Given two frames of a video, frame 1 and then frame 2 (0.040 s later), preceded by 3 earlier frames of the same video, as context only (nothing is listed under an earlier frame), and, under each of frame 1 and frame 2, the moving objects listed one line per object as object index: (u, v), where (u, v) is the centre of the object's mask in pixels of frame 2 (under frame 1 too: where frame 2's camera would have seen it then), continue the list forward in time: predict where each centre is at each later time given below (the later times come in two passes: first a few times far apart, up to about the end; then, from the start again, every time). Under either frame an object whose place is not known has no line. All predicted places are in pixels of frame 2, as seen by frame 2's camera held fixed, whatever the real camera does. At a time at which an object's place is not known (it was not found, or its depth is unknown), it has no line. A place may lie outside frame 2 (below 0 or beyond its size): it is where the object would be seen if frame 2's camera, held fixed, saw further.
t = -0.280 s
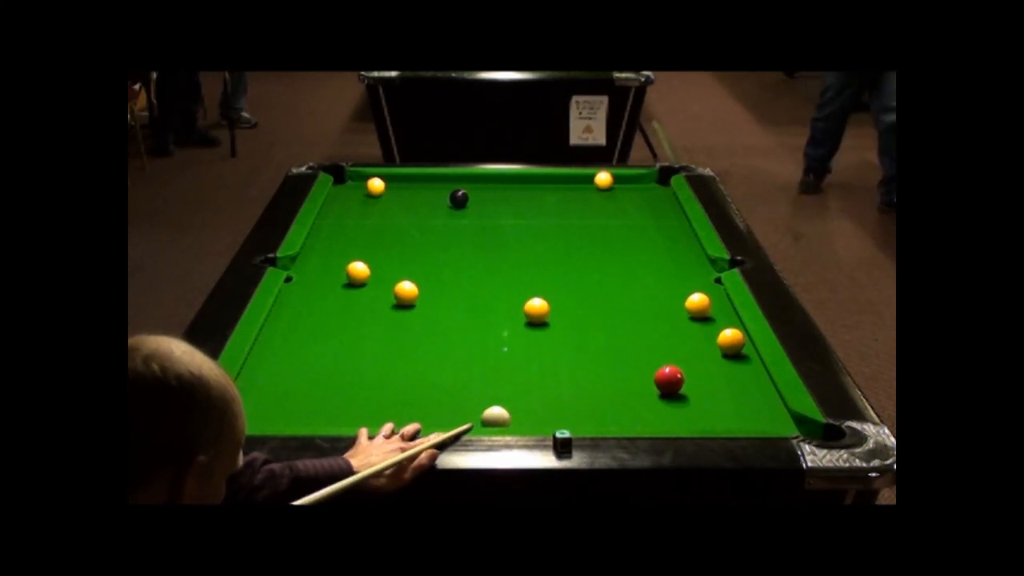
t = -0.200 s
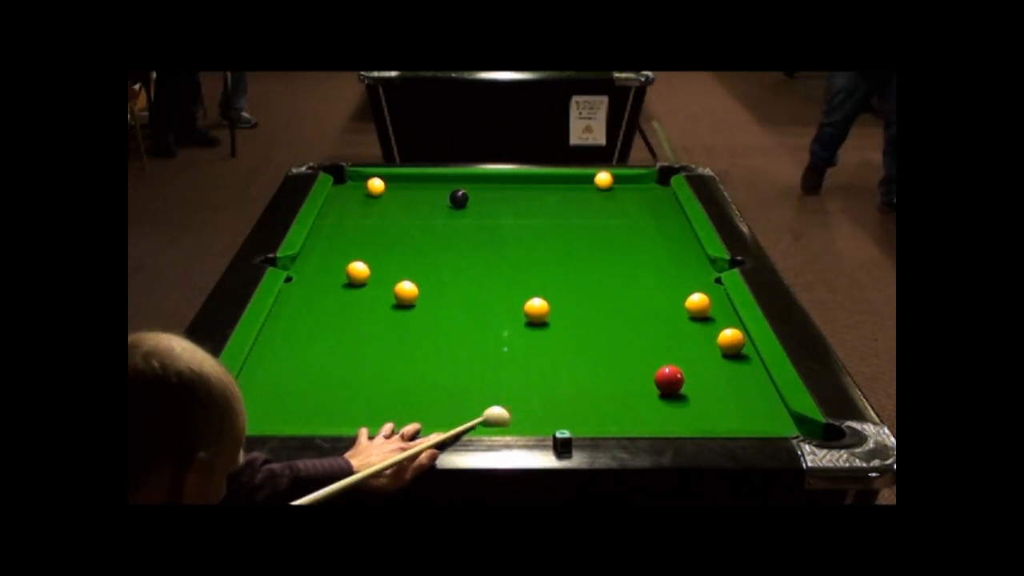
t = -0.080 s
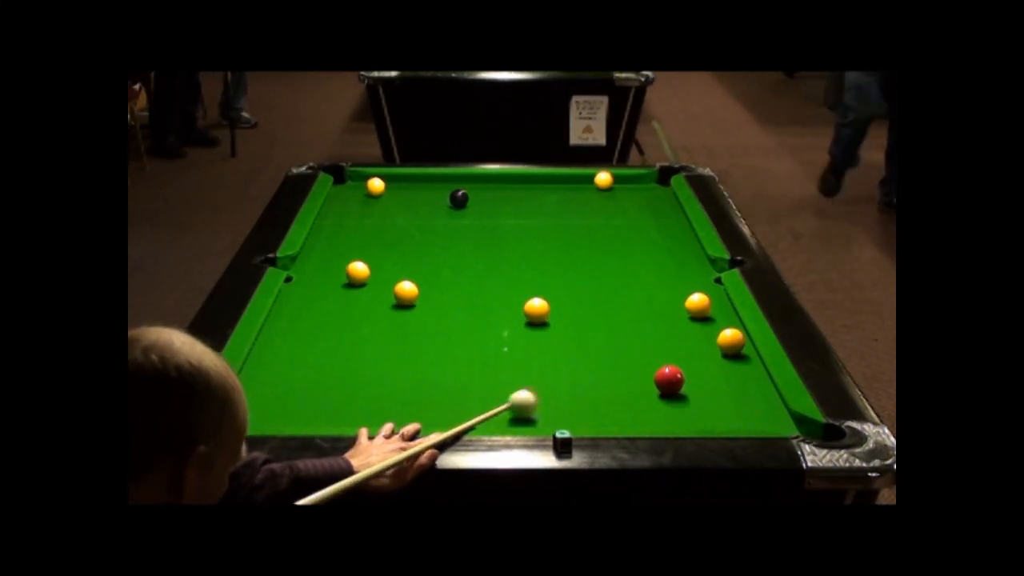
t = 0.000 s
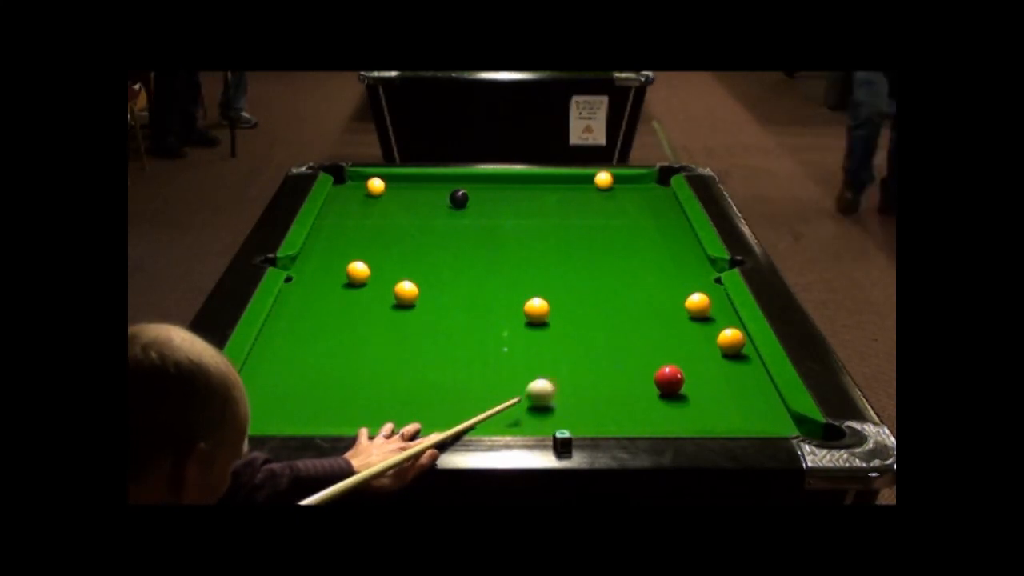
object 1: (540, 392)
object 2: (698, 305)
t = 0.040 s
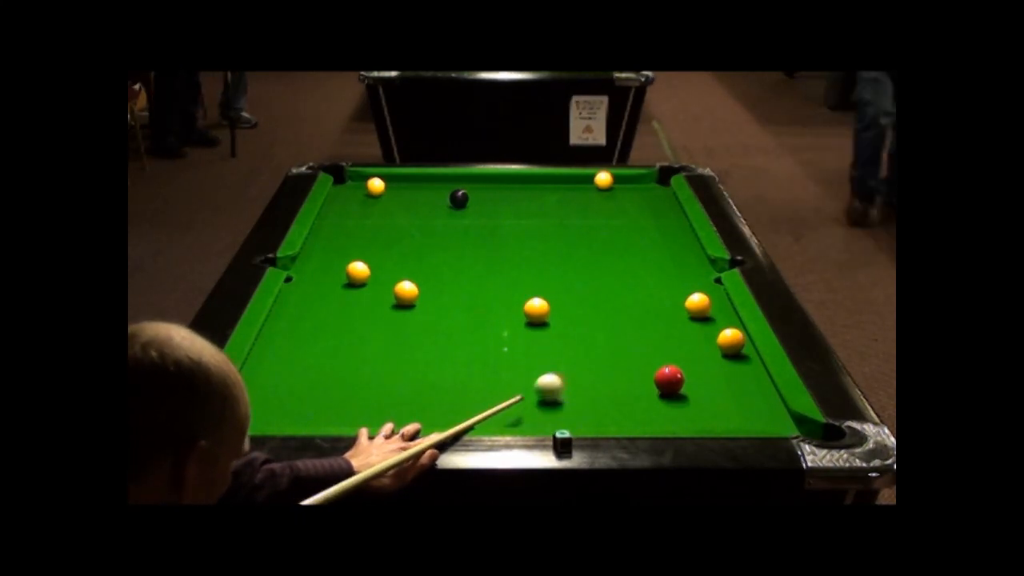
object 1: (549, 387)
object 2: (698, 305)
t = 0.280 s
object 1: (596, 357)
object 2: (698, 305)
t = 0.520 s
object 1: (637, 331)
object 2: (698, 305)
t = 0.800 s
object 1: (673, 307)
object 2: (702, 304)
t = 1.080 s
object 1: (662, 289)
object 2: (708, 301)
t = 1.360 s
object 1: (652, 274)
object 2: (686, 298)
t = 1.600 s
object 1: (645, 263)
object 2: (670, 296)
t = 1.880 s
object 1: (639, 251)
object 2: (655, 294)
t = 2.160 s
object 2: (643, 292)
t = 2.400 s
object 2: (636, 291)
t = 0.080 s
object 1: (557, 382)
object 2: (698, 305)
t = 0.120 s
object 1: (565, 377)
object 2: (698, 305)
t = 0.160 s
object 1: (573, 371)
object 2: (698, 305)
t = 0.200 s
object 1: (581, 367)
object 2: (698, 305)
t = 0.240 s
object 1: (589, 362)
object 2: (698, 305)
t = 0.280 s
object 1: (596, 357)
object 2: (698, 305)
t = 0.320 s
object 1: (604, 353)
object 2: (698, 305)
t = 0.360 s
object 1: (611, 348)
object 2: (698, 305)
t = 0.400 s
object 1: (617, 344)
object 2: (698, 305)
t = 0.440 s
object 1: (624, 339)
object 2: (698, 305)
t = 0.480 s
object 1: (631, 336)
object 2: (698, 305)
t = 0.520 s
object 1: (637, 331)
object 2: (698, 305)
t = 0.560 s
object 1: (643, 328)
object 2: (698, 305)
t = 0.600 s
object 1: (650, 324)
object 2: (698, 305)
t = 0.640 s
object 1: (655, 320)
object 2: (698, 305)
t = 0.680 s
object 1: (661, 317)
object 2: (698, 305)
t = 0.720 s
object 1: (667, 313)
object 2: (698, 305)
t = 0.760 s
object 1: (672, 310)
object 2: (698, 305)
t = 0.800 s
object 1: (673, 307)
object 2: (702, 304)
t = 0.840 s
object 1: (671, 304)
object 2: (707, 304)
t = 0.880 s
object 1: (670, 302)
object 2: (712, 303)
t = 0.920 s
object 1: (668, 299)
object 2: (717, 302)
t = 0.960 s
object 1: (666, 296)
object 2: (719, 302)
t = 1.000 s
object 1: (665, 295)
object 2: (715, 302)
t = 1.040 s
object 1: (663, 292)
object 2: (712, 301)
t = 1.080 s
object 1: (662, 289)
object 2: (708, 301)
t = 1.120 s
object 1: (660, 287)
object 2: (704, 301)
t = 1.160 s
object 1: (659, 285)
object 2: (701, 300)
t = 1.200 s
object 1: (657, 282)
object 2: (698, 300)
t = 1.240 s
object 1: (656, 281)
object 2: (694, 299)
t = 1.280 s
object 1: (655, 278)
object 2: (691, 299)
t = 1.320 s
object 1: (653, 276)
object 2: (689, 298)
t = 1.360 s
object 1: (652, 274)
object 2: (686, 298)
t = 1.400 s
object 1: (651, 272)
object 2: (683, 298)
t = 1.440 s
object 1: (650, 270)
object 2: (680, 297)
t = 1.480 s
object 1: (649, 268)
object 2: (677, 297)
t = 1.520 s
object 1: (648, 266)
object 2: (675, 297)
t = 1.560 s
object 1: (646, 265)
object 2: (672, 296)
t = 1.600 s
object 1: (645, 263)
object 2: (670, 296)
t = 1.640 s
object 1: (644, 261)
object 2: (667, 296)
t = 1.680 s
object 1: (643, 259)
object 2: (665, 295)
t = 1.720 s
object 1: (643, 257)
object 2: (663, 295)
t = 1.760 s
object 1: (641, 256)
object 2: (661, 295)
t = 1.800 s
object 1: (640, 254)
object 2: (659, 294)
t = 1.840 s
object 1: (640, 253)
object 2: (656, 294)
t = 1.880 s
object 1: (639, 251)
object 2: (655, 294)
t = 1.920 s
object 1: (638, 249)
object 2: (653, 294)
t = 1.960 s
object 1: (637, 248)
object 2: (651, 294)
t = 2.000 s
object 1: (636, 247)
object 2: (649, 293)
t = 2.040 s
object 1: (635, 245)
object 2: (647, 293)
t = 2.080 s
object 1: (634, 244)
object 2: (646, 293)
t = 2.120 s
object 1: (633, 242)
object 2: (644, 293)
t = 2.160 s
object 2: (643, 292)
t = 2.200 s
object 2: (641, 292)
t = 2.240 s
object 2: (640, 292)
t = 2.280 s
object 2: (639, 292)
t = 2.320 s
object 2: (638, 292)
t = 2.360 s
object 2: (637, 292)
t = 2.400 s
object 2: (636, 291)
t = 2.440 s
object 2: (635, 291)
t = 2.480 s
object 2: (634, 291)
